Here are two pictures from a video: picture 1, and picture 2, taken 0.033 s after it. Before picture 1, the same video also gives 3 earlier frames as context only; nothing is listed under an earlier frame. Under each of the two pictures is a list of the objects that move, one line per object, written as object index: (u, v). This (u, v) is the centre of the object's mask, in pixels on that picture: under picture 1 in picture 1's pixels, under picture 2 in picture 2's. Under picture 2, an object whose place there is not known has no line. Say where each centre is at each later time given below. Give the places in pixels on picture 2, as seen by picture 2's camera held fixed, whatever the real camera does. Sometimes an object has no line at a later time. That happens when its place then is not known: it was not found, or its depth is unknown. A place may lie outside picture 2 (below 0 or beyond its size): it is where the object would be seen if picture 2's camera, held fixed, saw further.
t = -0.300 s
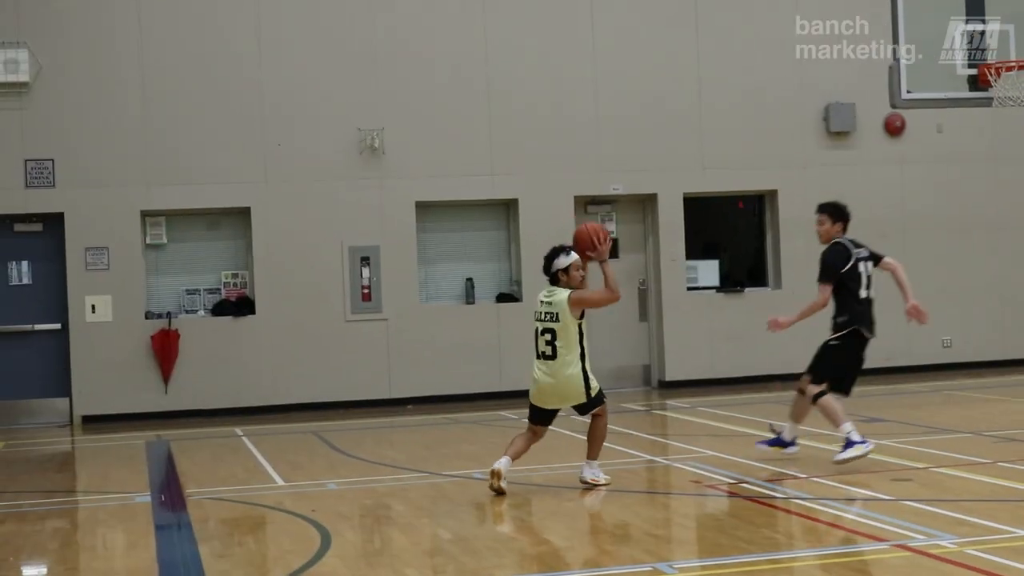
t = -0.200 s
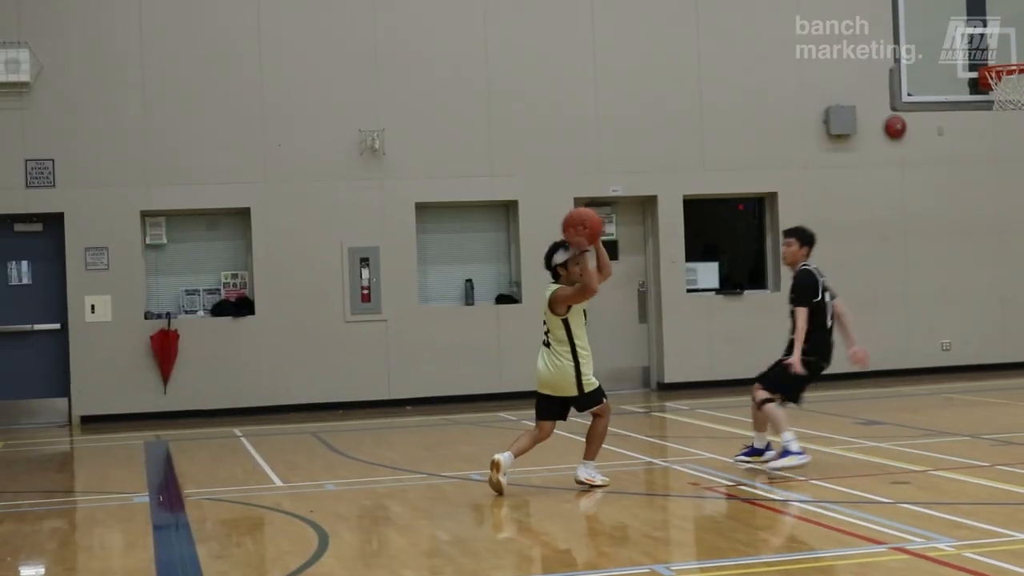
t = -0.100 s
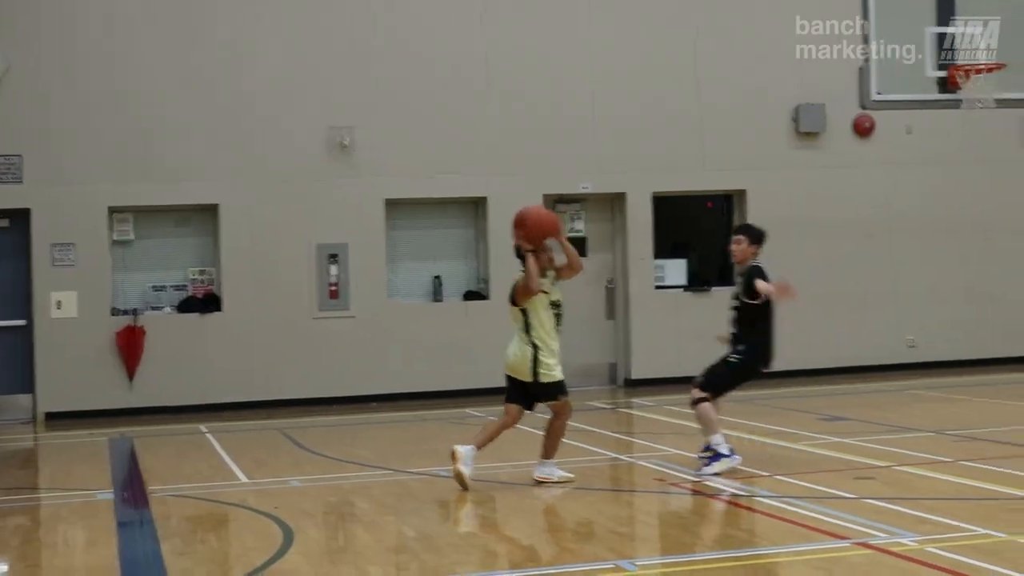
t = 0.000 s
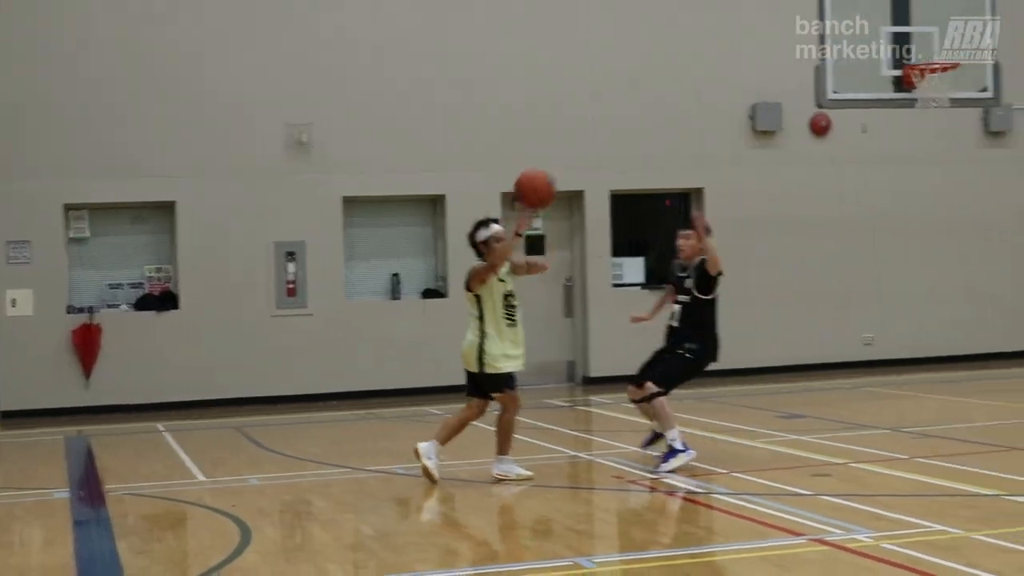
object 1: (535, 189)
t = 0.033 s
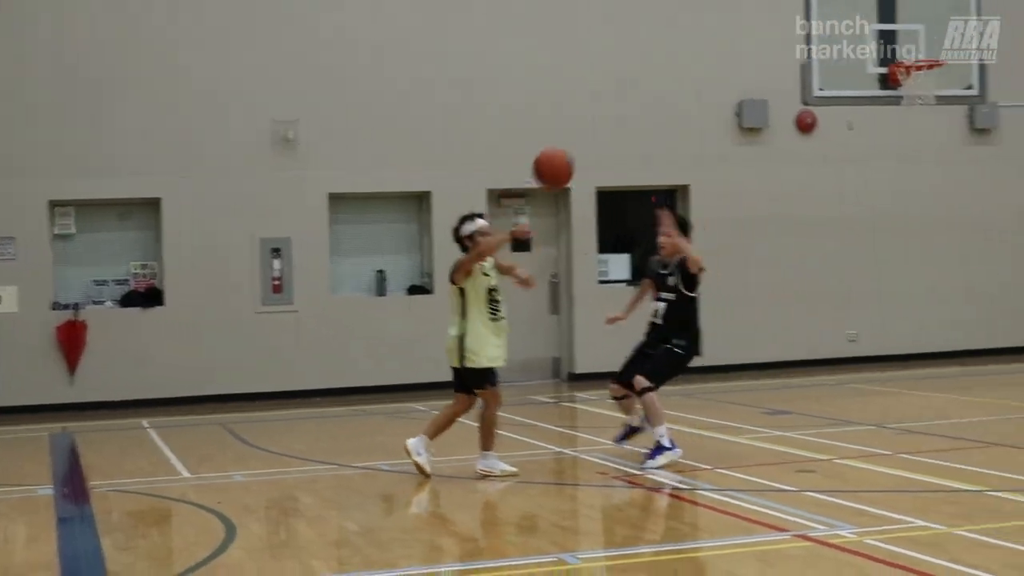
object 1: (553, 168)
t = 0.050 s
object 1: (570, 160)
